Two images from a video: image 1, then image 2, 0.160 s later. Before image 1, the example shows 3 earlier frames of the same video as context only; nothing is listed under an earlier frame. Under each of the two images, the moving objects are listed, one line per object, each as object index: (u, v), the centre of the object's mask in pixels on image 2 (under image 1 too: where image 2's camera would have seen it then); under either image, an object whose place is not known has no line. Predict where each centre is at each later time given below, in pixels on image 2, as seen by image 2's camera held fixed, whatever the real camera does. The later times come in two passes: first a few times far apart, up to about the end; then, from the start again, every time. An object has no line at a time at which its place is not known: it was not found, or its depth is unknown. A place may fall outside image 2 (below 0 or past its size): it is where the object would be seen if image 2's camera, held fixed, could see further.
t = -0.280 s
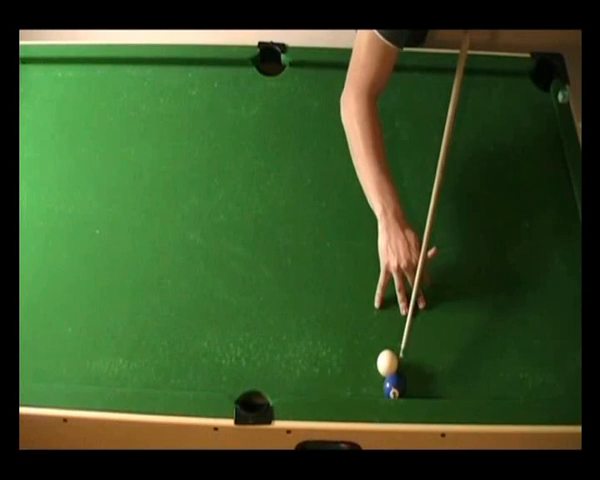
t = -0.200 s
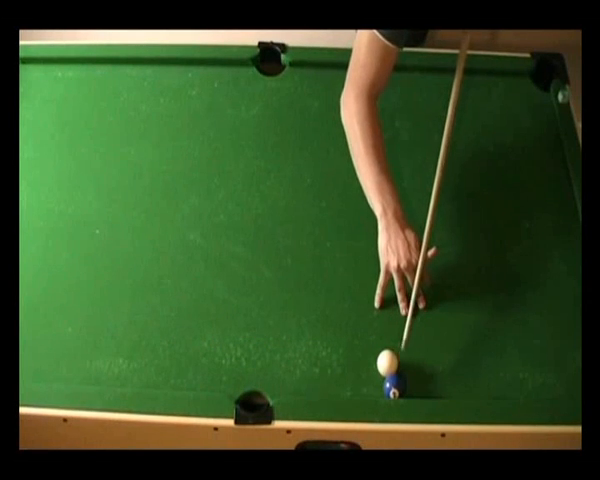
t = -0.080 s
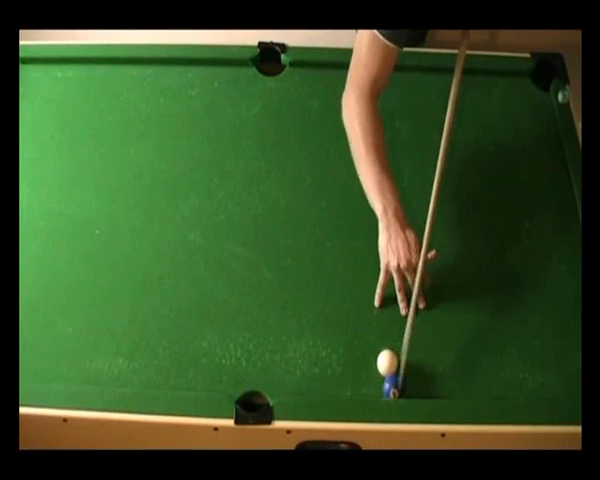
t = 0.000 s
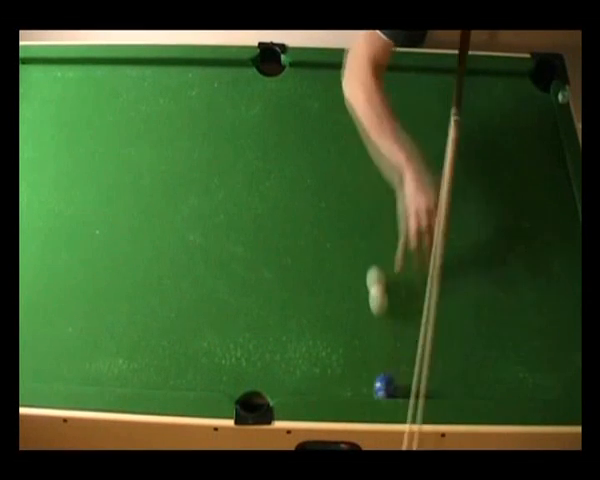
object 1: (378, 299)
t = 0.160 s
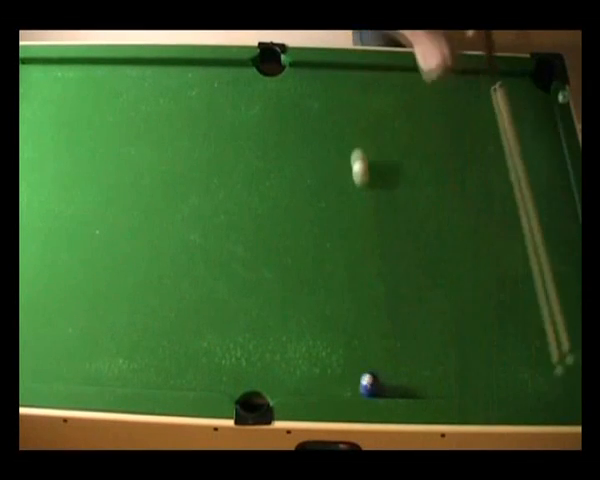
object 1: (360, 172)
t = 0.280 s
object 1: (350, 102)
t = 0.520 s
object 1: (342, 145)
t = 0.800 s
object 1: (334, 256)
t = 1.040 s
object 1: (331, 340)
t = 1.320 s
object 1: (336, 366)
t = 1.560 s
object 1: (340, 383)
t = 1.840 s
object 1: (343, 379)
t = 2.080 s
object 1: (344, 371)
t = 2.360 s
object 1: (345, 365)
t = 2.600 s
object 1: (347, 361)
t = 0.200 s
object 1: (357, 147)
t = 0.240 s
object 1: (353, 124)
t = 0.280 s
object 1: (350, 102)
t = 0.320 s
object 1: (347, 80)
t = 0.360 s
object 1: (345, 78)
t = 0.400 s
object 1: (345, 98)
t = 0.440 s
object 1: (344, 114)
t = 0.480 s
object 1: (343, 130)
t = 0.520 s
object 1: (342, 145)
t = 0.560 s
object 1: (341, 161)
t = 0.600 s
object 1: (340, 175)
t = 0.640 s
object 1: (339, 191)
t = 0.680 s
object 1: (338, 206)
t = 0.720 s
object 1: (337, 222)
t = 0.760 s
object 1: (336, 239)
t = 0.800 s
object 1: (334, 256)
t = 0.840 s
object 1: (333, 273)
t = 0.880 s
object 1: (332, 291)
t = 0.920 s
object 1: (331, 309)
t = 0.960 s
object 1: (330, 327)
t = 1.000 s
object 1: (329, 339)
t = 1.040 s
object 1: (331, 340)
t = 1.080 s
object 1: (332, 343)
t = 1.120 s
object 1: (332, 347)
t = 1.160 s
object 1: (333, 351)
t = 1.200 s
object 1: (335, 355)
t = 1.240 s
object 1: (335, 359)
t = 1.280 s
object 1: (336, 362)
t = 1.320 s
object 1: (336, 366)
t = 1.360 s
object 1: (337, 369)
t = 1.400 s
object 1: (337, 372)
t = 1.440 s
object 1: (338, 375)
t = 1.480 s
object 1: (339, 378)
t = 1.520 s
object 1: (339, 380)
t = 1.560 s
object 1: (340, 383)
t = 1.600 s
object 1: (340, 385)
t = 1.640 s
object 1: (341, 385)
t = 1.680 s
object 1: (341, 384)
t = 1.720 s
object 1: (342, 382)
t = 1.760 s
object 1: (342, 381)
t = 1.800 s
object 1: (342, 380)
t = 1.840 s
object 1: (343, 379)
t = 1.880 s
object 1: (343, 377)
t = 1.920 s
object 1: (343, 376)
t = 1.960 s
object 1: (343, 375)
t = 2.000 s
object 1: (344, 373)
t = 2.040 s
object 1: (344, 372)
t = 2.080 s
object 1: (344, 371)
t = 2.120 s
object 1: (344, 370)
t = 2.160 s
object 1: (344, 369)
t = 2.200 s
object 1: (345, 368)
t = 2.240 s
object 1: (345, 367)
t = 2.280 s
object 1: (345, 366)
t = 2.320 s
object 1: (345, 365)
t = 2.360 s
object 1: (345, 365)
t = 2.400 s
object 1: (346, 364)
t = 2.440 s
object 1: (346, 364)
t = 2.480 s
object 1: (346, 363)
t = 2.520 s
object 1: (346, 362)
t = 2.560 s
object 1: (347, 362)
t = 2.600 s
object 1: (347, 361)
